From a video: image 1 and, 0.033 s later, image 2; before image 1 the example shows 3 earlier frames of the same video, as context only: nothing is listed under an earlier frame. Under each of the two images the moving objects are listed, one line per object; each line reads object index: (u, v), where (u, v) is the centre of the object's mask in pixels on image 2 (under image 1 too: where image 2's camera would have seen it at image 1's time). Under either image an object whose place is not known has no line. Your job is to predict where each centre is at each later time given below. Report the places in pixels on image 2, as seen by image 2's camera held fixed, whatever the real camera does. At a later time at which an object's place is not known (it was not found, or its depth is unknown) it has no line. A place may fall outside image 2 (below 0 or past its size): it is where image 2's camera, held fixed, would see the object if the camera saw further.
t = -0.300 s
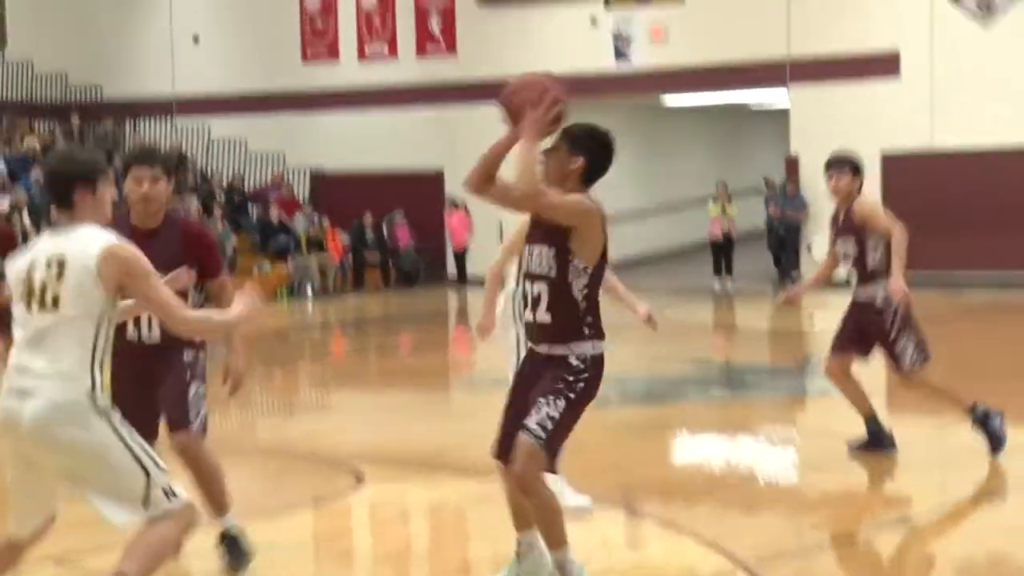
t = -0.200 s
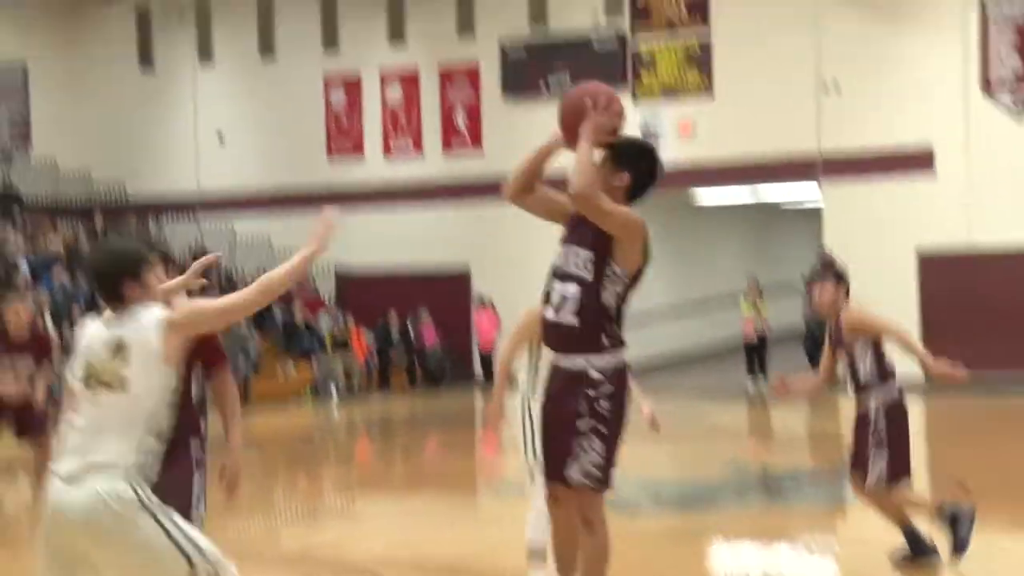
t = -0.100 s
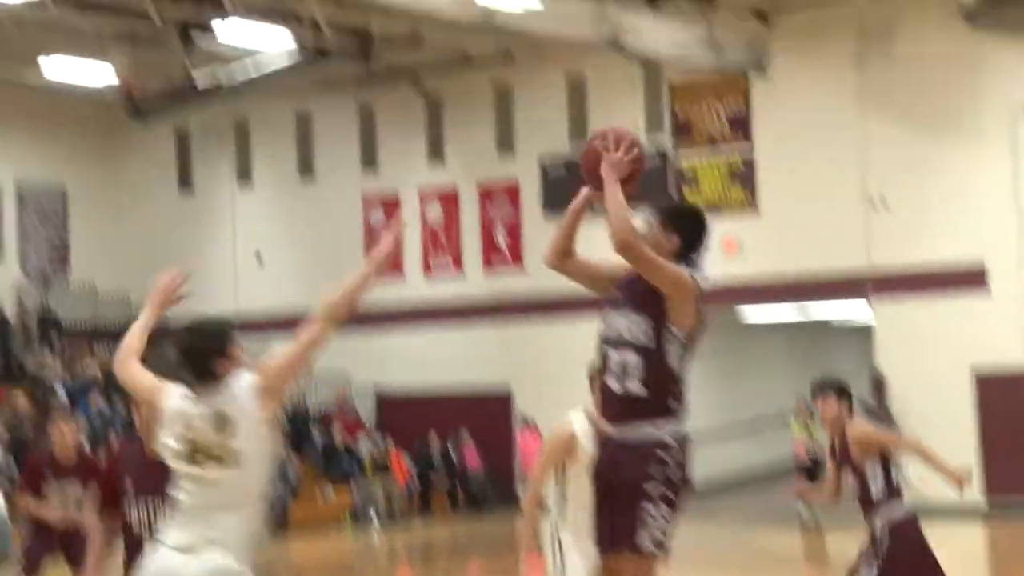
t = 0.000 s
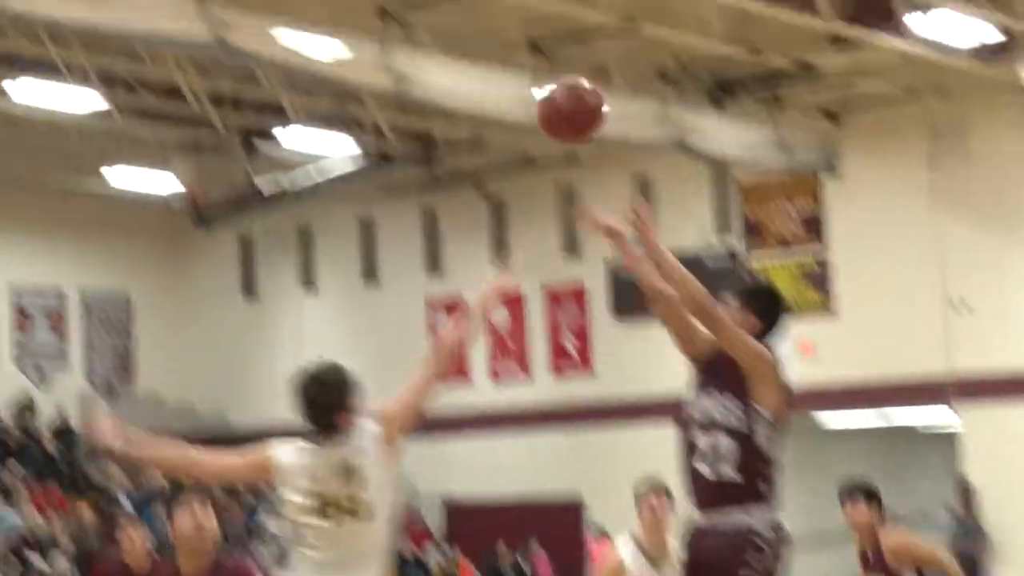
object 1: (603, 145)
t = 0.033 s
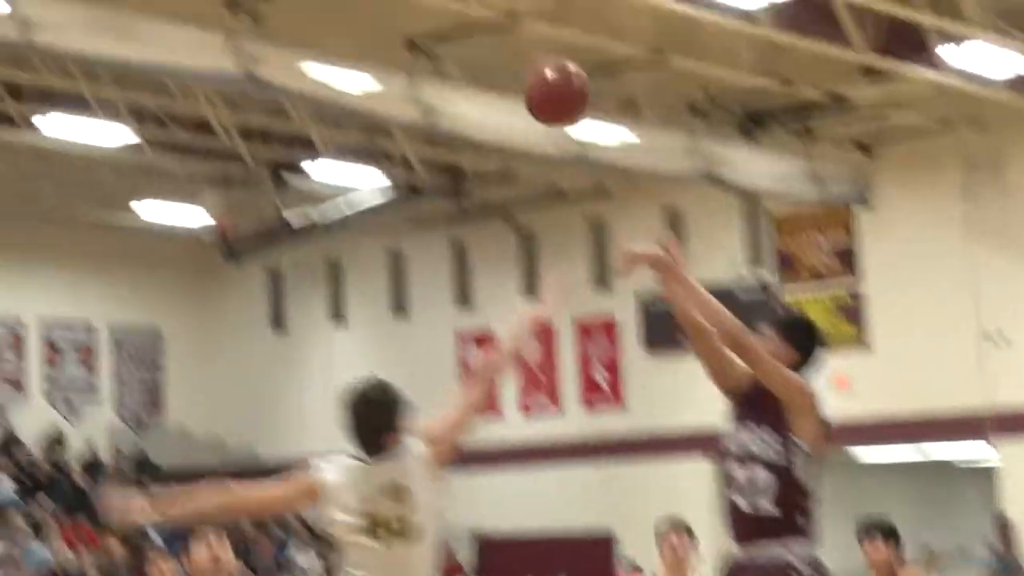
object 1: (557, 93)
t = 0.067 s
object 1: (511, 44)
